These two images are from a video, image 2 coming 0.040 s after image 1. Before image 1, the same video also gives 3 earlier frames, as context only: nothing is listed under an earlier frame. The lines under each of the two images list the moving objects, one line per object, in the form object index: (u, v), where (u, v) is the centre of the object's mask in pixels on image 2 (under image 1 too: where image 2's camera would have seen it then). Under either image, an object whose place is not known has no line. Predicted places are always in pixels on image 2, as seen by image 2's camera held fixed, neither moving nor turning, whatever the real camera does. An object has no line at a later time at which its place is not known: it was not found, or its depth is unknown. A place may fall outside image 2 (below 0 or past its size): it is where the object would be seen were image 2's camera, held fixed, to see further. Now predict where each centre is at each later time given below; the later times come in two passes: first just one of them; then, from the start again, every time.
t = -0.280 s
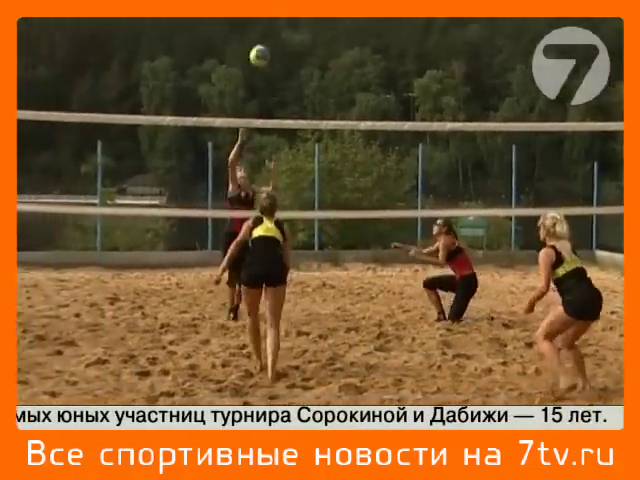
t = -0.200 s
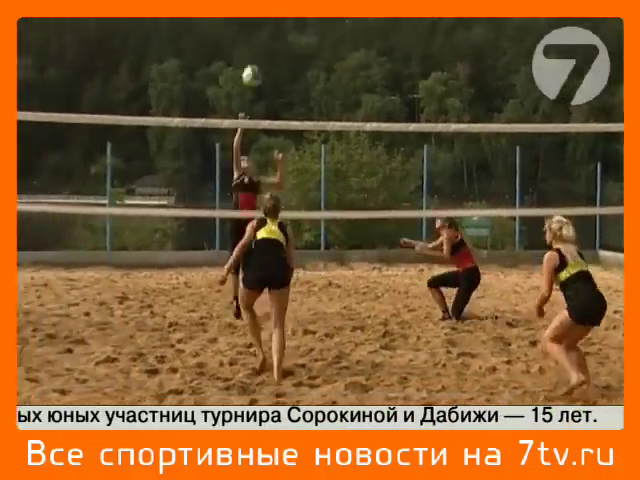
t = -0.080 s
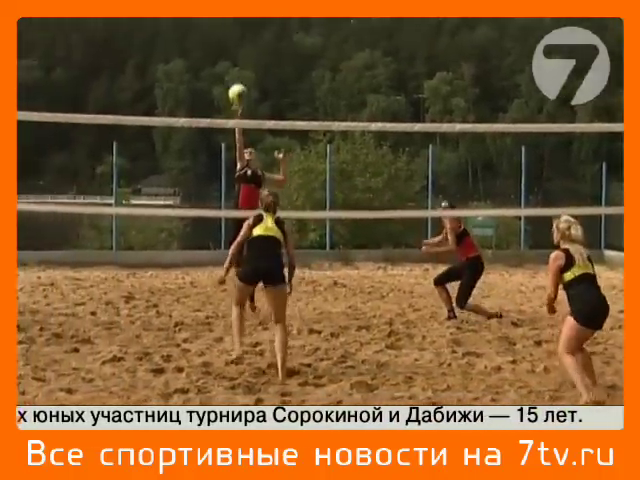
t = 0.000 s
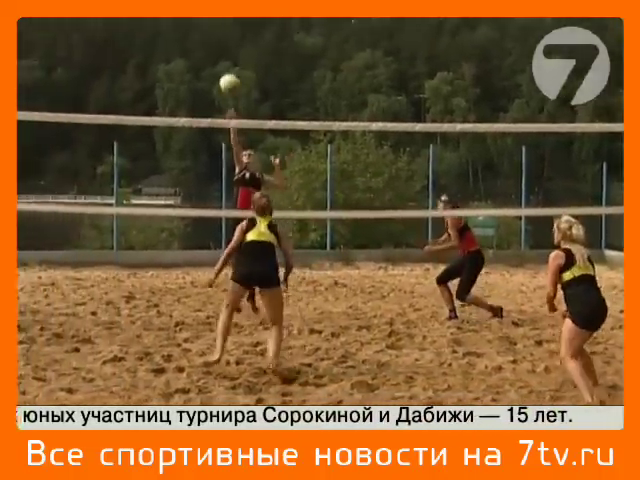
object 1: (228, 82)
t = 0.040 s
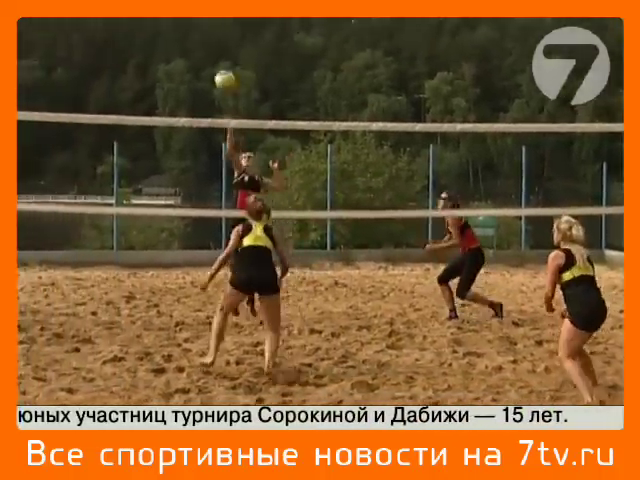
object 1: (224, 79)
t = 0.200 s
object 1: (204, 81)
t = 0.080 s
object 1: (219, 77)
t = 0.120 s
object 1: (214, 77)
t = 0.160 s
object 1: (210, 78)
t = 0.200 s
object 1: (204, 81)
